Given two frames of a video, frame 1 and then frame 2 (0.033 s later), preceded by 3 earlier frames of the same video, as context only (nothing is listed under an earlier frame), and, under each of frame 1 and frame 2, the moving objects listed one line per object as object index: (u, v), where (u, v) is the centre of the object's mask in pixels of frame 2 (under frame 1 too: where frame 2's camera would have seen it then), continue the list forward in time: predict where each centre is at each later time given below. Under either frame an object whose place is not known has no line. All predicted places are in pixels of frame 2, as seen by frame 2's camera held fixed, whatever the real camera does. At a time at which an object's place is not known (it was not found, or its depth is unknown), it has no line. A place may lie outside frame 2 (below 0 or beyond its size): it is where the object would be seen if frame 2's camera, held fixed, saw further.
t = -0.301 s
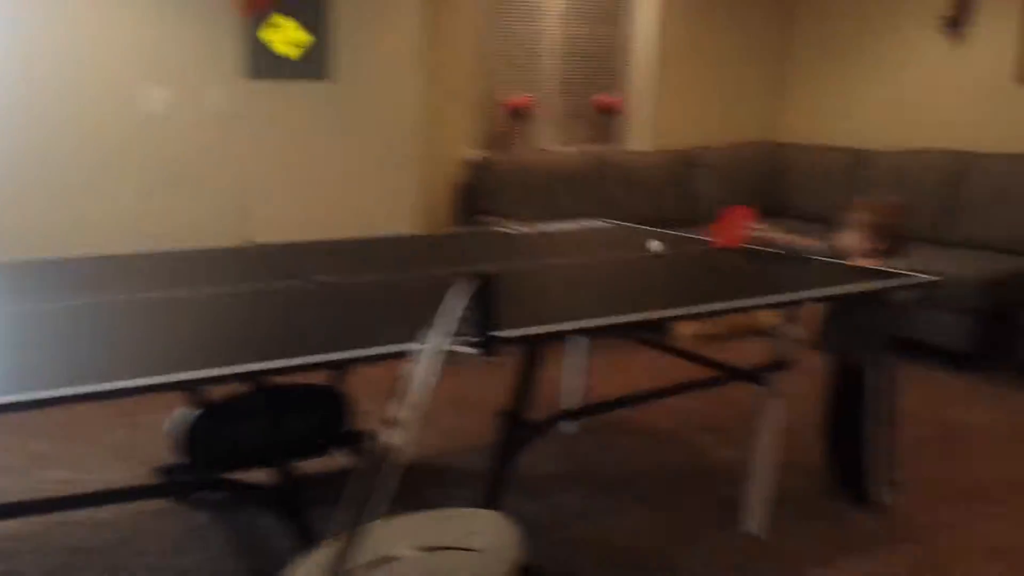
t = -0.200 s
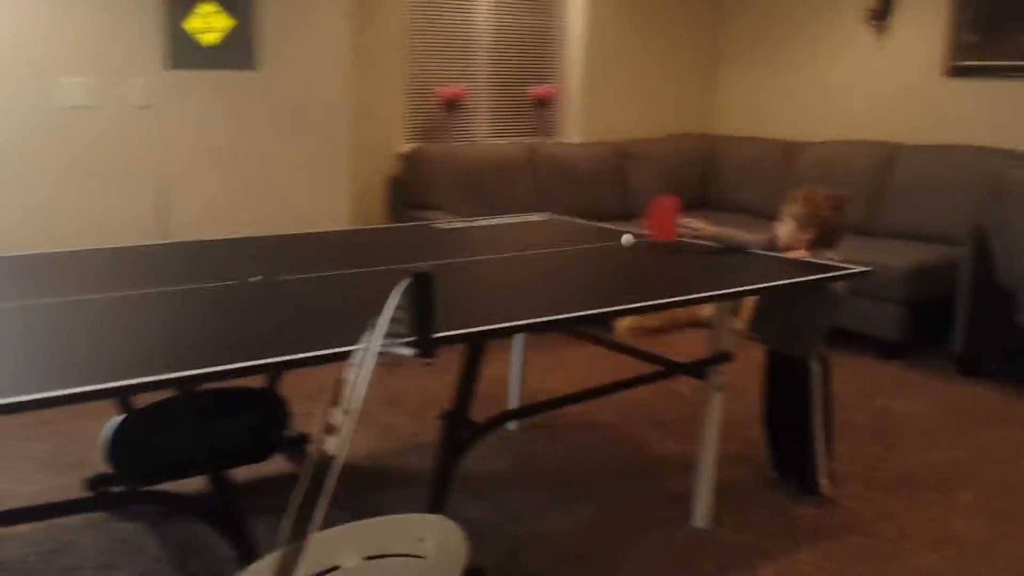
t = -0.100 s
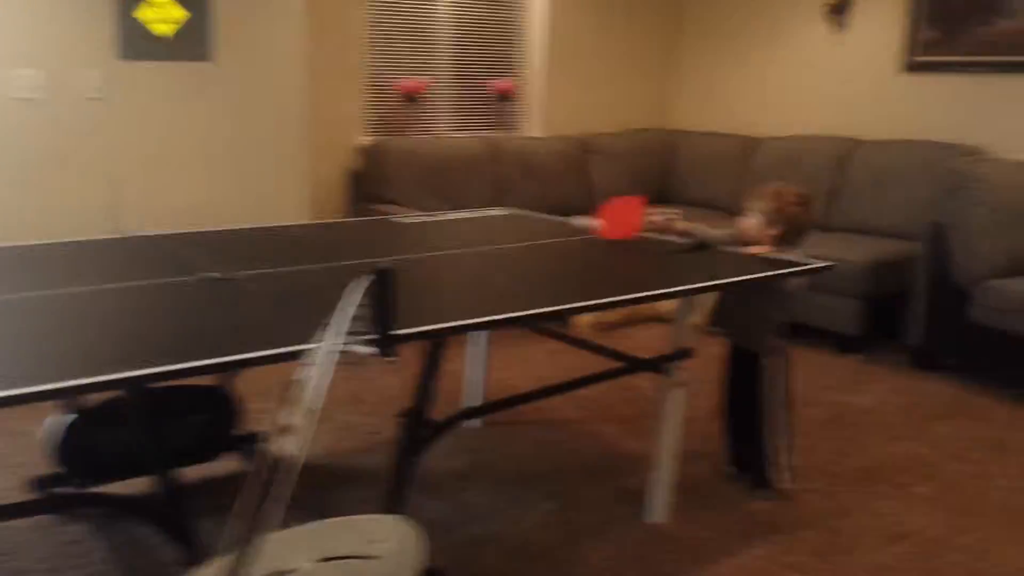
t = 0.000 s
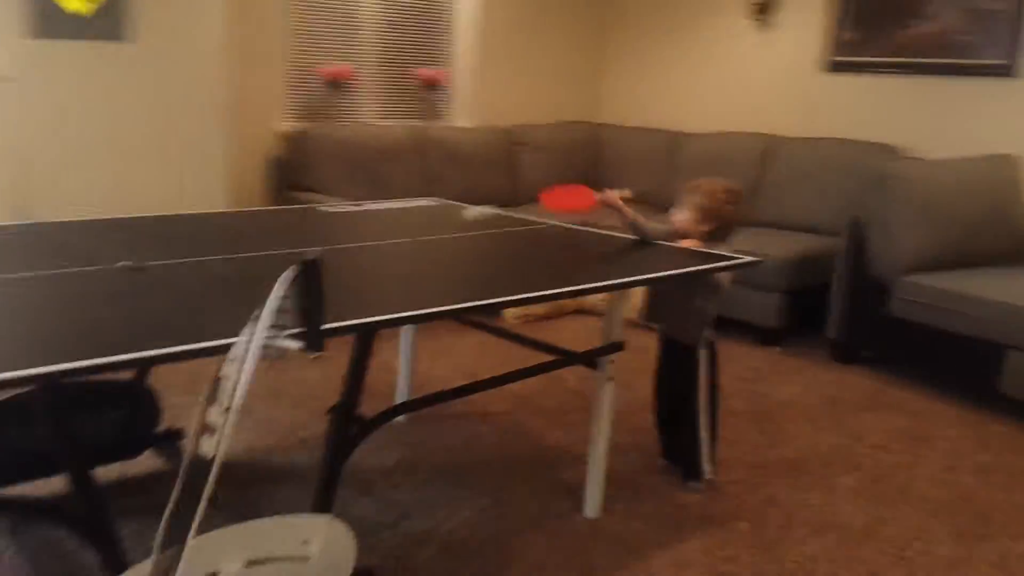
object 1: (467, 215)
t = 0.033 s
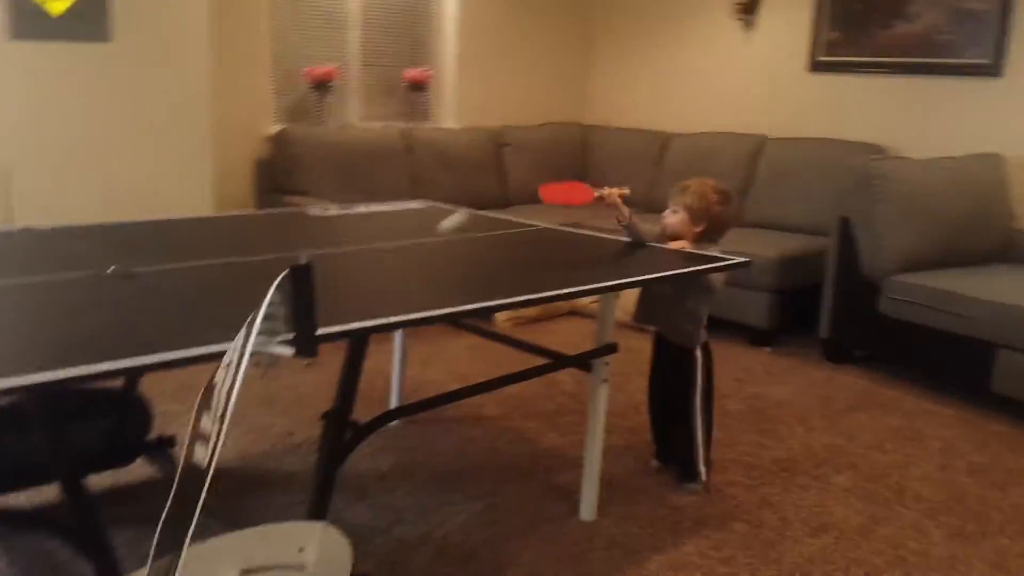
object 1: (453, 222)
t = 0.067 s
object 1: (437, 234)
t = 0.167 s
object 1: (386, 255)
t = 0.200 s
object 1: (371, 251)
